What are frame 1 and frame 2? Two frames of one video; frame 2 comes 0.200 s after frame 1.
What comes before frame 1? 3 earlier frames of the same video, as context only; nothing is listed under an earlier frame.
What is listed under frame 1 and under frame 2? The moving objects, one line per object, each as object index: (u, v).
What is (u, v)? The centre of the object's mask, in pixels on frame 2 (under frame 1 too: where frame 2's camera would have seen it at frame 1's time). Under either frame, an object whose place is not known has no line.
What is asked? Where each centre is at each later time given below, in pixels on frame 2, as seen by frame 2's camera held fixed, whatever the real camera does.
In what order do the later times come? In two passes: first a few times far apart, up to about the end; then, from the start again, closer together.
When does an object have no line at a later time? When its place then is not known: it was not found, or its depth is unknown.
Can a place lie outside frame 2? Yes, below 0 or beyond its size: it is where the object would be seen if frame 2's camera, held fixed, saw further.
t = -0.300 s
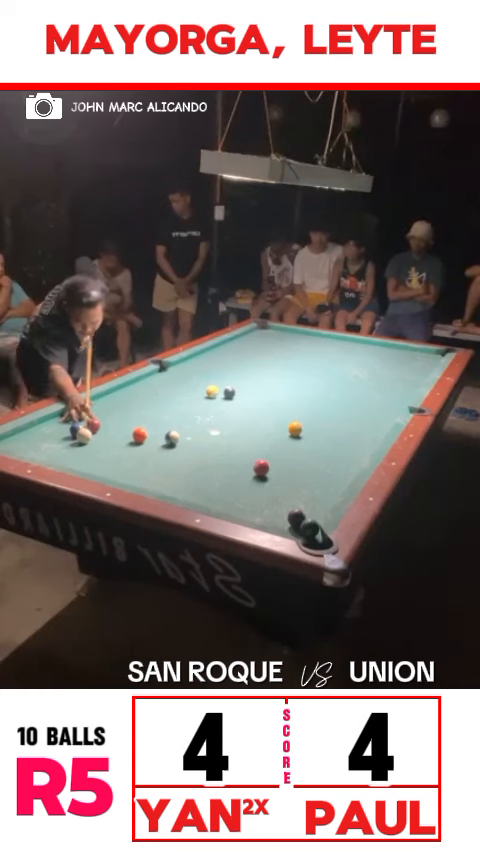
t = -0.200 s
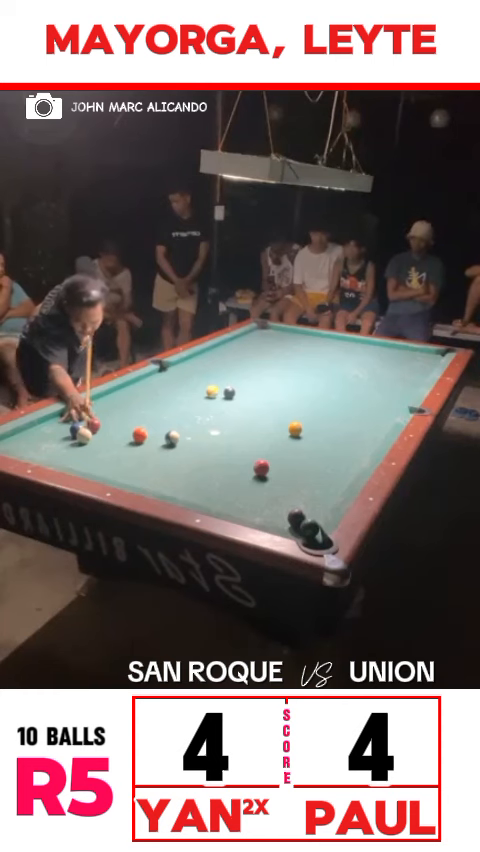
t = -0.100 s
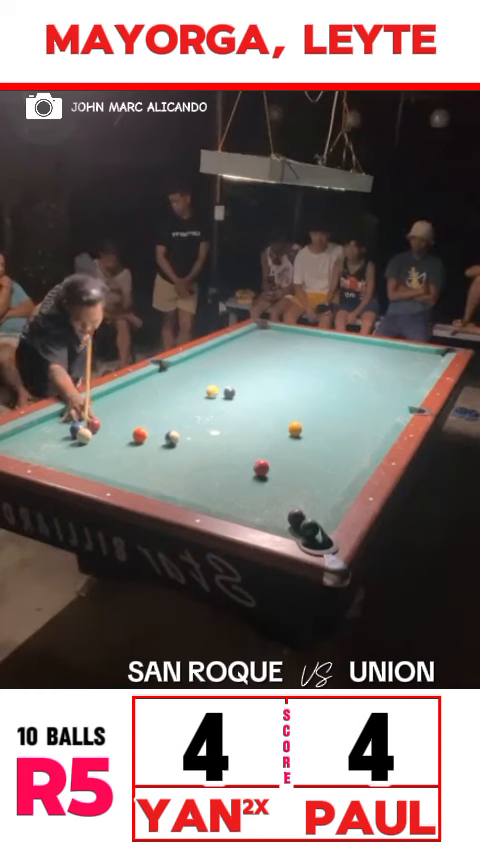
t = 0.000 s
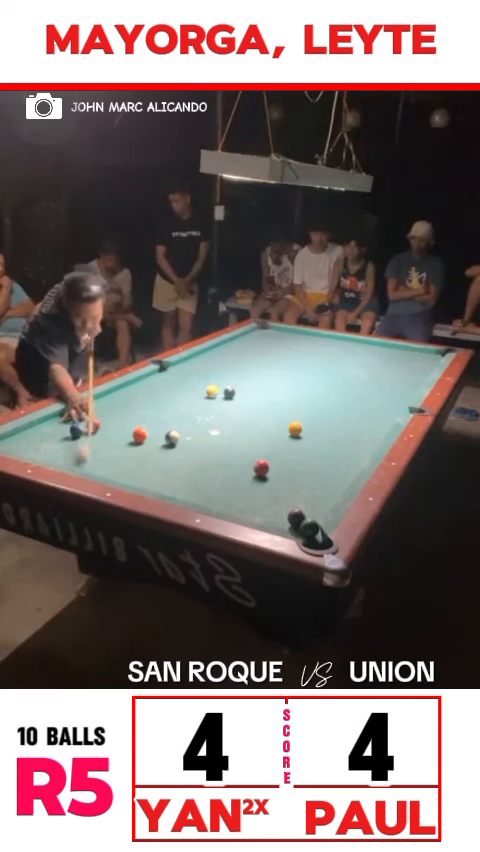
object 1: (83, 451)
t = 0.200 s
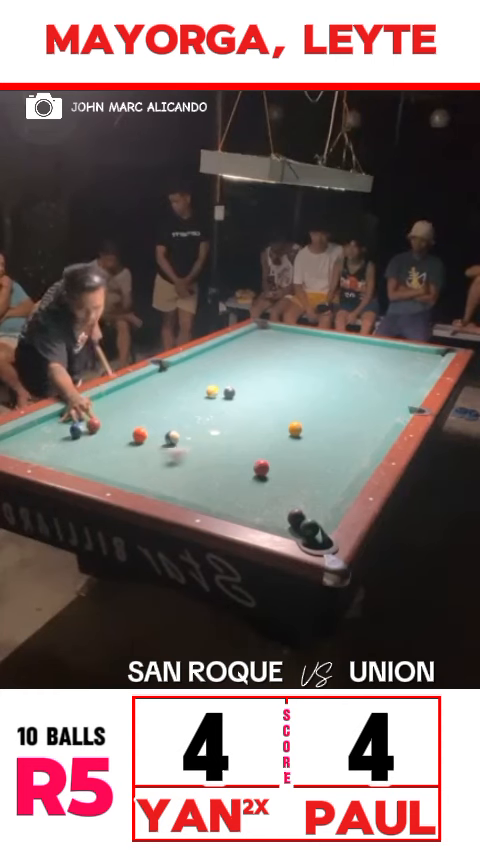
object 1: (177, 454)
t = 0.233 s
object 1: (194, 452)
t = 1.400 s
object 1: (326, 361)
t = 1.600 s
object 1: (315, 347)
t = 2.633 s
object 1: (254, 341)
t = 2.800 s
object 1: (259, 346)
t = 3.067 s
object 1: (265, 355)
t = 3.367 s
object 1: (273, 366)
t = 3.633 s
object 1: (279, 376)
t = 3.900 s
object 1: (287, 387)
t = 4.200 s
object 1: (295, 399)
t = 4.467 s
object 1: (303, 411)
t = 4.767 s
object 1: (313, 426)
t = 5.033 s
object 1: (321, 439)
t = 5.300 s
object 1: (330, 454)
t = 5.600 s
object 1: (341, 471)
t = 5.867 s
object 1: (338, 481)
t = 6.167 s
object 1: (321, 486)
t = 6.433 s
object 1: (308, 490)
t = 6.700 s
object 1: (296, 494)
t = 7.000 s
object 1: (285, 499)
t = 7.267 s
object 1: (276, 502)
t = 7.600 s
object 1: (268, 505)
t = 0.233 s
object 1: (194, 452)
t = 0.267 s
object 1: (208, 451)
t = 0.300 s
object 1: (225, 448)
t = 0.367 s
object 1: (256, 444)
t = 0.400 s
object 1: (271, 441)
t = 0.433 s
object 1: (284, 441)
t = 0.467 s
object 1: (299, 440)
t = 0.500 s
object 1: (313, 438)
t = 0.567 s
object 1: (339, 434)
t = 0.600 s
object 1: (353, 433)
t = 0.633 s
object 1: (366, 432)
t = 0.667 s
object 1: (377, 430)
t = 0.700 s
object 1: (381, 426)
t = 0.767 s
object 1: (375, 418)
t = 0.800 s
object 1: (372, 414)
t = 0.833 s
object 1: (368, 410)
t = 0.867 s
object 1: (365, 407)
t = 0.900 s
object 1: (362, 404)
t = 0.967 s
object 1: (357, 396)
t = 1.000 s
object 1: (354, 393)
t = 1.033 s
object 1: (351, 390)
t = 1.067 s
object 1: (348, 387)
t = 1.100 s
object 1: (345, 384)
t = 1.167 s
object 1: (341, 378)
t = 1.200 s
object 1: (338, 376)
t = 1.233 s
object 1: (336, 373)
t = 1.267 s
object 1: (334, 370)
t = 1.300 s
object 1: (332, 368)
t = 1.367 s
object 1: (328, 363)
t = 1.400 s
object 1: (326, 361)
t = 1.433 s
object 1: (324, 358)
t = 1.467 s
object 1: (322, 356)
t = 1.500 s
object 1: (320, 354)
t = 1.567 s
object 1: (317, 348)
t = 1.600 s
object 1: (315, 347)
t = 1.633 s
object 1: (313, 345)
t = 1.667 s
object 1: (312, 344)
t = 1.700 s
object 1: (310, 342)
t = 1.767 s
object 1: (307, 339)
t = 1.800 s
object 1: (306, 337)
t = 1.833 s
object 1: (305, 336)
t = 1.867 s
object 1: (303, 334)
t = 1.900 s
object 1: (301, 332)
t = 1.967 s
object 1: (295, 331)
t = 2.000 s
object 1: (290, 331)
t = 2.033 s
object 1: (287, 331)
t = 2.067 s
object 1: (281, 331)
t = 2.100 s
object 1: (277, 331)
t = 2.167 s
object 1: (266, 332)
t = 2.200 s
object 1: (262, 331)
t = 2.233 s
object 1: (258, 331)
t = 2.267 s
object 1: (253, 331)
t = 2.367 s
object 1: (249, 333)
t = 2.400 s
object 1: (249, 333)
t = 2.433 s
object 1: (250, 334)
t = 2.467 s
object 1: (251, 335)
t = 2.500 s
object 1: (251, 336)
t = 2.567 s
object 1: (252, 339)
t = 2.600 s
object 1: (253, 340)
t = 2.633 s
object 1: (254, 341)
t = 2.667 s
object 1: (255, 342)
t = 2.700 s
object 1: (256, 343)
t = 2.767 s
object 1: (258, 346)
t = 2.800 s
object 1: (259, 346)
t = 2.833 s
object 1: (260, 348)
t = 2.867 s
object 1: (260, 349)
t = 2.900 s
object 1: (261, 350)
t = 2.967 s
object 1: (262, 352)
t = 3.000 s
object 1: (263, 353)
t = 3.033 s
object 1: (264, 354)
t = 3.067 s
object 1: (265, 355)
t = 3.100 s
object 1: (266, 356)
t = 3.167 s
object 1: (268, 359)
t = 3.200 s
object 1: (268, 360)
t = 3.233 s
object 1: (269, 361)
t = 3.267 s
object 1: (269, 362)
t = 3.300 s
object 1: (271, 364)
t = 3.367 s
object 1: (273, 366)
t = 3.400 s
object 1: (273, 367)
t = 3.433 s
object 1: (274, 369)
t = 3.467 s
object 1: (275, 370)
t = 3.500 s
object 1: (276, 370)
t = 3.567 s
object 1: (278, 374)
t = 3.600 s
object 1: (279, 375)
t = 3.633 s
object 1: (279, 376)
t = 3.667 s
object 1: (281, 378)
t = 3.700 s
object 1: (281, 379)
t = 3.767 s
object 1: (283, 381)
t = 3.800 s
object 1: (284, 383)
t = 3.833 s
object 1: (285, 384)
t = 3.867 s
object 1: (286, 384)
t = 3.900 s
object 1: (287, 387)
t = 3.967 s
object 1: (289, 390)
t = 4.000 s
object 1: (290, 391)
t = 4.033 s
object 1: (291, 393)
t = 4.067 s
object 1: (292, 394)
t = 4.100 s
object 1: (293, 395)
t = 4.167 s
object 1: (295, 398)
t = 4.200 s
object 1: (295, 399)
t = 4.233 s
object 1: (297, 401)
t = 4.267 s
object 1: (297, 402)
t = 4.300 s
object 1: (298, 404)
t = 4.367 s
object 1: (300, 407)
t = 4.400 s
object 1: (301, 408)
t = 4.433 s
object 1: (302, 410)
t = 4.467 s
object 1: (303, 411)
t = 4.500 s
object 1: (304, 413)
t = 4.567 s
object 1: (307, 416)
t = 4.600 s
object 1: (308, 418)
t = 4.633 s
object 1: (309, 419)
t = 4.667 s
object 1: (310, 421)
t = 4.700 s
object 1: (311, 422)
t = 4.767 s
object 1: (313, 426)
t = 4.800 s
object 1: (314, 427)
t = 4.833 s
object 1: (315, 429)
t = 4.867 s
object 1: (316, 431)
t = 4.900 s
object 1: (317, 432)
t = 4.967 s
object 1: (319, 436)
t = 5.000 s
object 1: (320, 437)
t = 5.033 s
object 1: (321, 439)
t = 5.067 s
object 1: (322, 441)
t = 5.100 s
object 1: (323, 442)
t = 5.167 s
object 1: (326, 446)
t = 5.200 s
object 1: (327, 448)
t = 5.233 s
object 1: (328, 450)
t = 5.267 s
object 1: (329, 452)
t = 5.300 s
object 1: (330, 454)
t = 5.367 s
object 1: (333, 457)
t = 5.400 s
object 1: (334, 460)
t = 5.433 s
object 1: (335, 461)
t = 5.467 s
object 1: (336, 463)
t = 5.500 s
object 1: (337, 466)
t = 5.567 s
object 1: (340, 469)
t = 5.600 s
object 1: (341, 471)
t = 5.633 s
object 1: (342, 473)
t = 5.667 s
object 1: (343, 475)
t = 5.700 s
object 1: (344, 477)
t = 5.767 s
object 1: (343, 479)
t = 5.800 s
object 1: (341, 480)
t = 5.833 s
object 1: (339, 481)
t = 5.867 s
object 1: (338, 481)
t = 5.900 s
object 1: (336, 481)
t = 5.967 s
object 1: (332, 483)
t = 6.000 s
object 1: (330, 483)
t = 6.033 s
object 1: (328, 484)
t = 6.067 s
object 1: (326, 484)
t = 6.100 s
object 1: (324, 485)
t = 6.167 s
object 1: (321, 486)
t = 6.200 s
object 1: (319, 487)
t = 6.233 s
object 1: (317, 488)
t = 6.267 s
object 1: (316, 488)
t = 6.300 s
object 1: (314, 489)
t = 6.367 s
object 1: (311, 489)
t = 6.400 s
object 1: (310, 490)
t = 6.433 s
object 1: (308, 490)
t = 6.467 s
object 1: (306, 491)
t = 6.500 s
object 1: (305, 491)
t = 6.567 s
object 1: (302, 492)
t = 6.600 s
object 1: (300, 493)
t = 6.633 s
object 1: (299, 493)
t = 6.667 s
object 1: (297, 494)
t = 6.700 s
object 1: (296, 494)
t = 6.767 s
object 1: (293, 495)
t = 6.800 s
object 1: (292, 495)
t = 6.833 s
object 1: (291, 496)
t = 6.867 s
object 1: (290, 496)
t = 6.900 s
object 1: (289, 497)
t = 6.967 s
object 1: (286, 498)
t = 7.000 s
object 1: (285, 499)
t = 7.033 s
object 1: (283, 499)
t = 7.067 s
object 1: (282, 500)
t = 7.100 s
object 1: (281, 500)
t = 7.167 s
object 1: (279, 501)
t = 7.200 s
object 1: (278, 501)
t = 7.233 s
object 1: (277, 501)
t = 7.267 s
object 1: (276, 502)
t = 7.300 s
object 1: (275, 502)
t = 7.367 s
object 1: (273, 503)
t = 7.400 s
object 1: (273, 503)
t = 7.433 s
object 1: (272, 504)
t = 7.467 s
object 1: (271, 504)
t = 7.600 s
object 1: (268, 505)
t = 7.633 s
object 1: (267, 505)
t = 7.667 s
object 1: (266, 506)
